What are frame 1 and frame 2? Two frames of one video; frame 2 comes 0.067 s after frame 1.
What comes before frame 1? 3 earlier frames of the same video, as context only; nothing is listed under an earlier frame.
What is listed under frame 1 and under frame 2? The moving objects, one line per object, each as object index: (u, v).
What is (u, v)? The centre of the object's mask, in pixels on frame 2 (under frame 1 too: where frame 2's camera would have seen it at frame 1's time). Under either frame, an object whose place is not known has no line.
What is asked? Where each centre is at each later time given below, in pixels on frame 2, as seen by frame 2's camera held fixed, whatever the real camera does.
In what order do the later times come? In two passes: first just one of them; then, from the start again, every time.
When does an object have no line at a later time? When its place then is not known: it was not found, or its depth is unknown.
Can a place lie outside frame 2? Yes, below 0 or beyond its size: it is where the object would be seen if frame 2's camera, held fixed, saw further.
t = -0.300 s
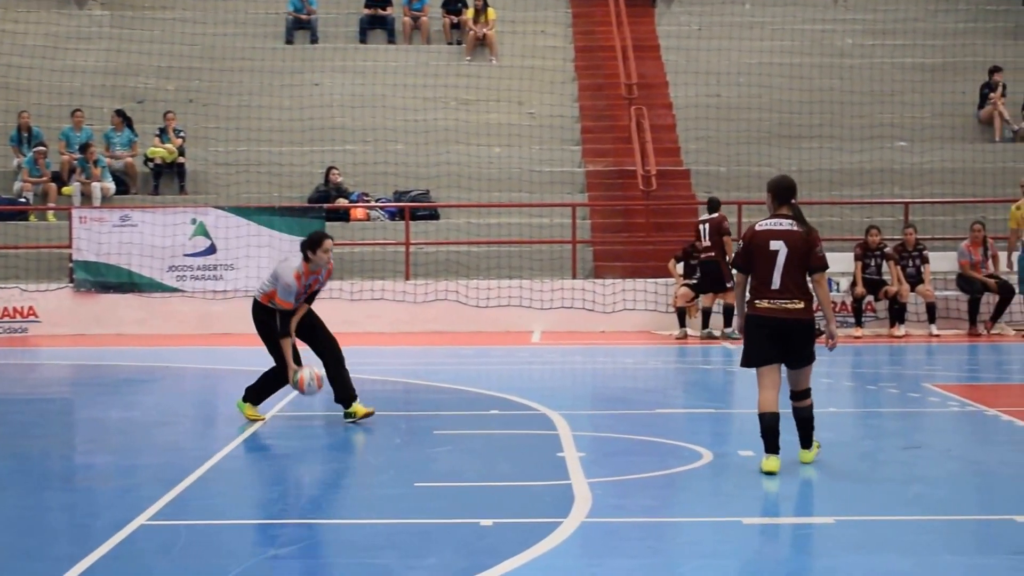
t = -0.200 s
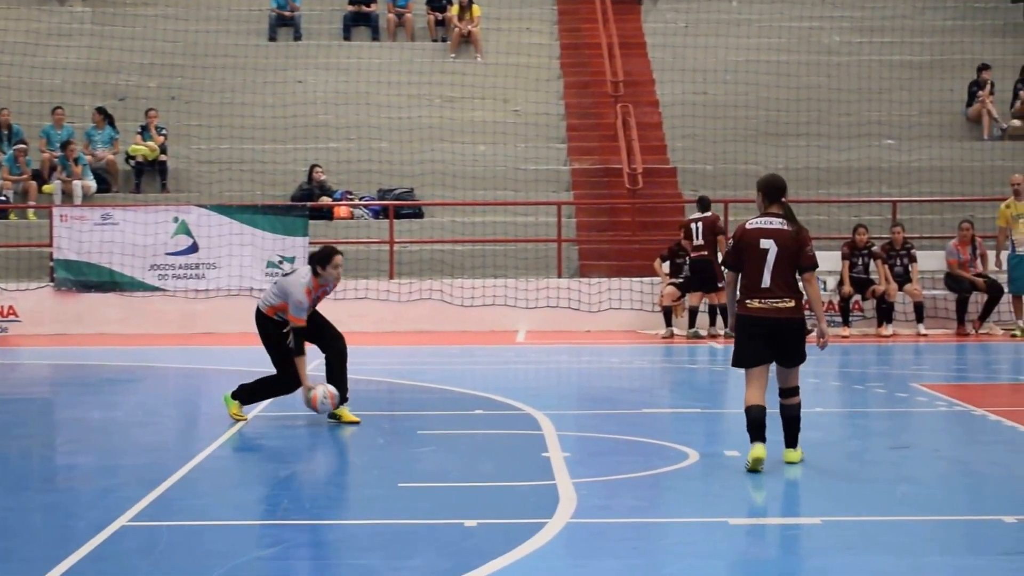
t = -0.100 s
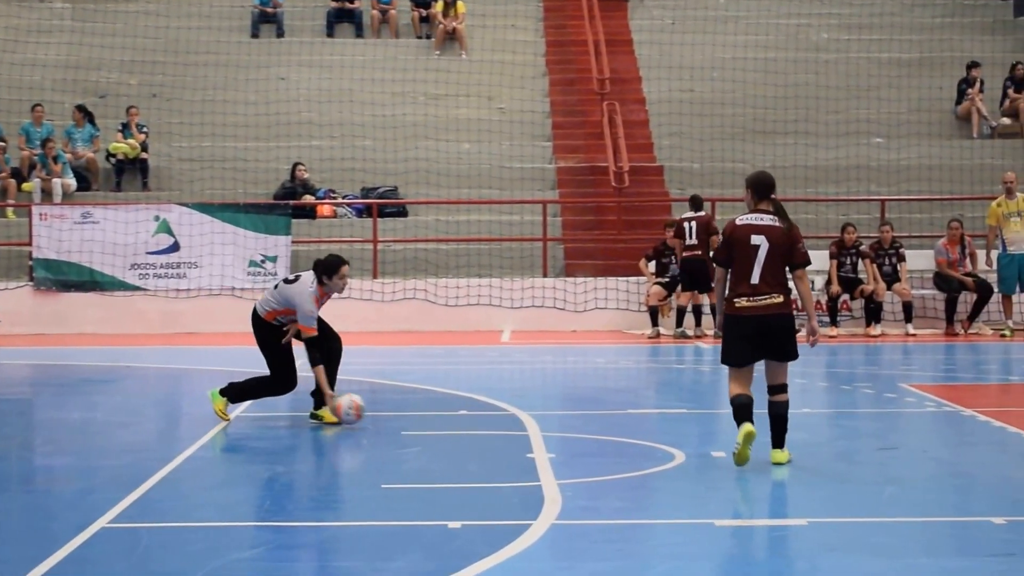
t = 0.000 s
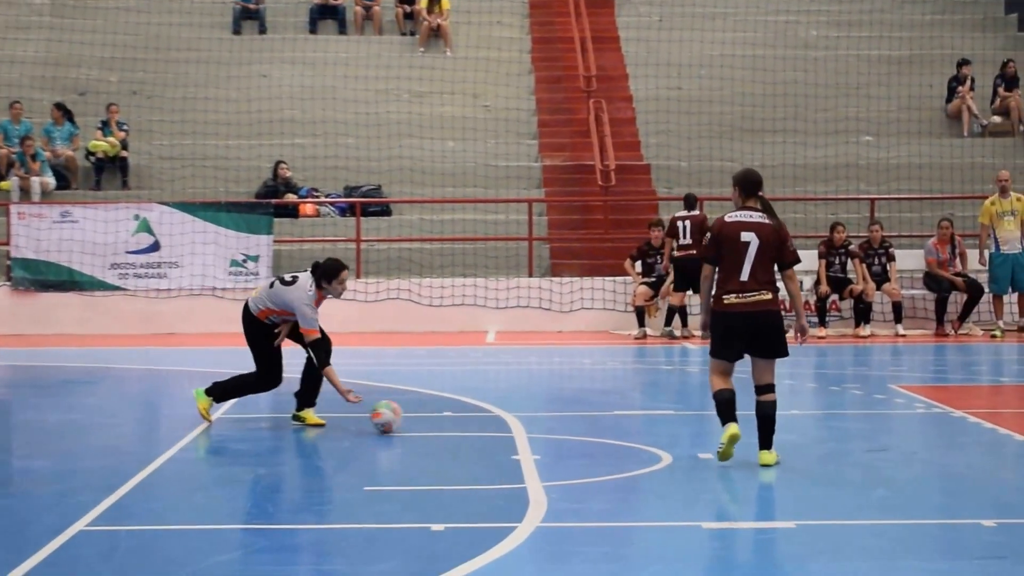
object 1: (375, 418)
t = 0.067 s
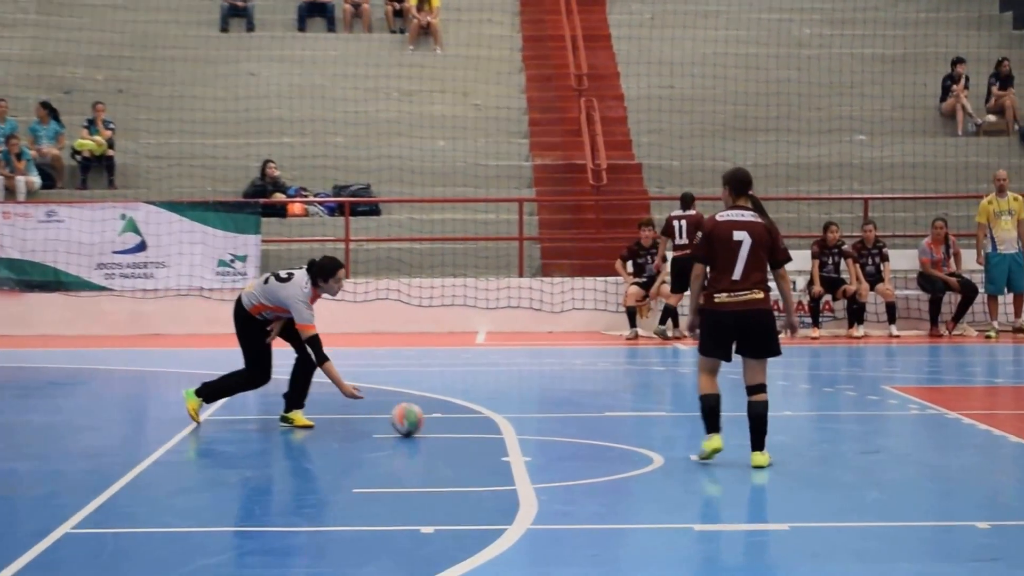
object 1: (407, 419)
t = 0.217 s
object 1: (472, 422)
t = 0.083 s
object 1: (415, 419)
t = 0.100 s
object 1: (422, 419)
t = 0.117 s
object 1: (428, 420)
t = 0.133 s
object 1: (435, 420)
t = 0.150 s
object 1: (442, 421)
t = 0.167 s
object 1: (450, 421)
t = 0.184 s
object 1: (457, 421)
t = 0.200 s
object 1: (464, 421)
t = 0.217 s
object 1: (472, 422)
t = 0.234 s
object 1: (478, 422)
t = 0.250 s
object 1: (486, 422)
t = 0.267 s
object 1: (494, 422)
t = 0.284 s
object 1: (501, 422)
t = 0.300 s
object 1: (508, 422)
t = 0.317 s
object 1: (514, 423)
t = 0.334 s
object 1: (522, 423)
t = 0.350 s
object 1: (529, 424)
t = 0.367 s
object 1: (536, 424)
